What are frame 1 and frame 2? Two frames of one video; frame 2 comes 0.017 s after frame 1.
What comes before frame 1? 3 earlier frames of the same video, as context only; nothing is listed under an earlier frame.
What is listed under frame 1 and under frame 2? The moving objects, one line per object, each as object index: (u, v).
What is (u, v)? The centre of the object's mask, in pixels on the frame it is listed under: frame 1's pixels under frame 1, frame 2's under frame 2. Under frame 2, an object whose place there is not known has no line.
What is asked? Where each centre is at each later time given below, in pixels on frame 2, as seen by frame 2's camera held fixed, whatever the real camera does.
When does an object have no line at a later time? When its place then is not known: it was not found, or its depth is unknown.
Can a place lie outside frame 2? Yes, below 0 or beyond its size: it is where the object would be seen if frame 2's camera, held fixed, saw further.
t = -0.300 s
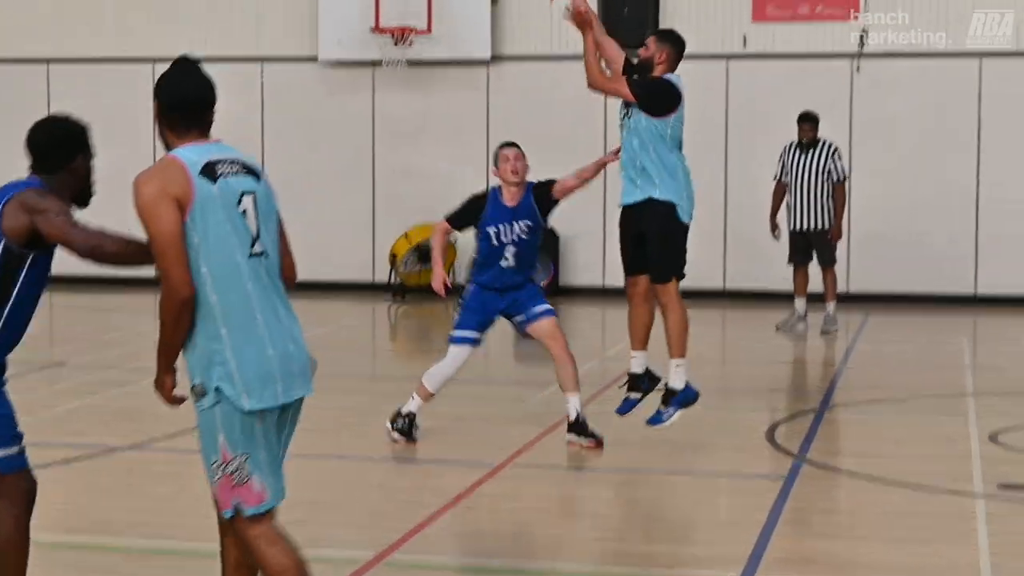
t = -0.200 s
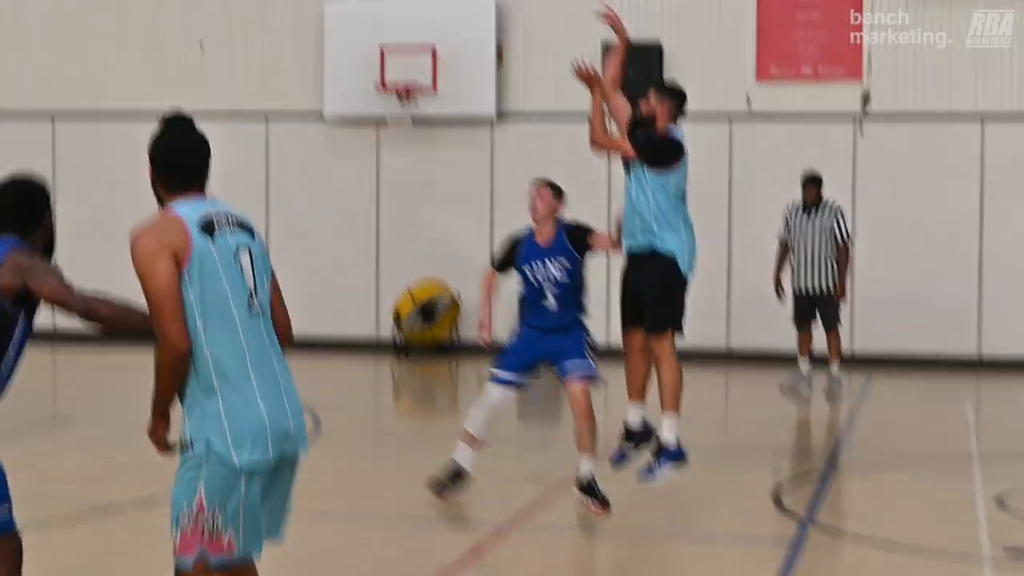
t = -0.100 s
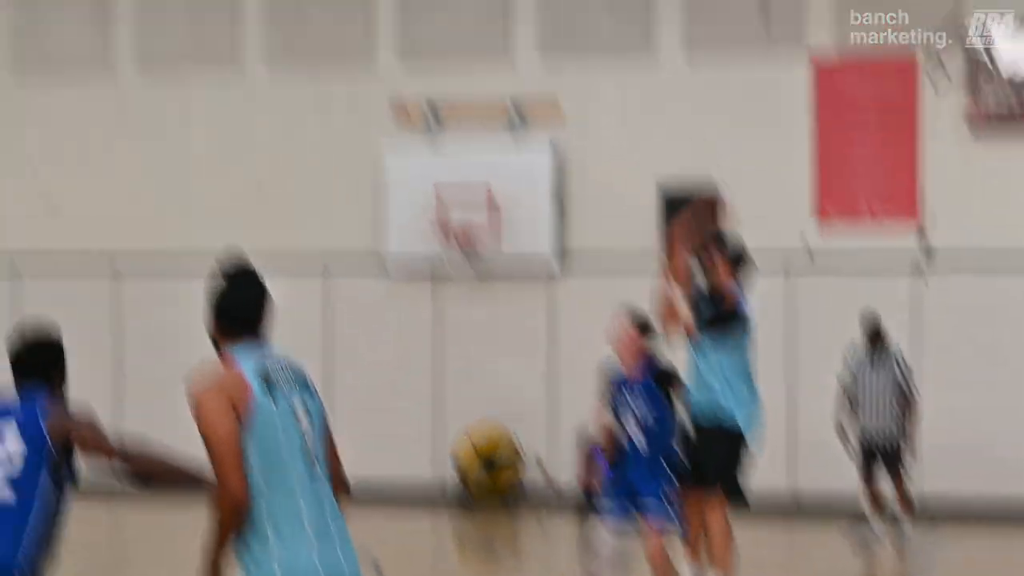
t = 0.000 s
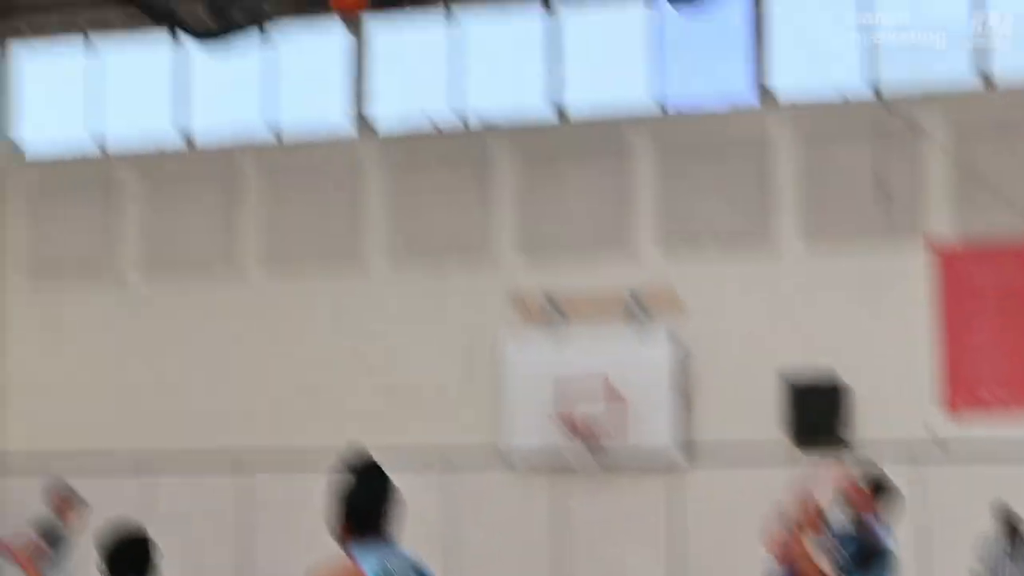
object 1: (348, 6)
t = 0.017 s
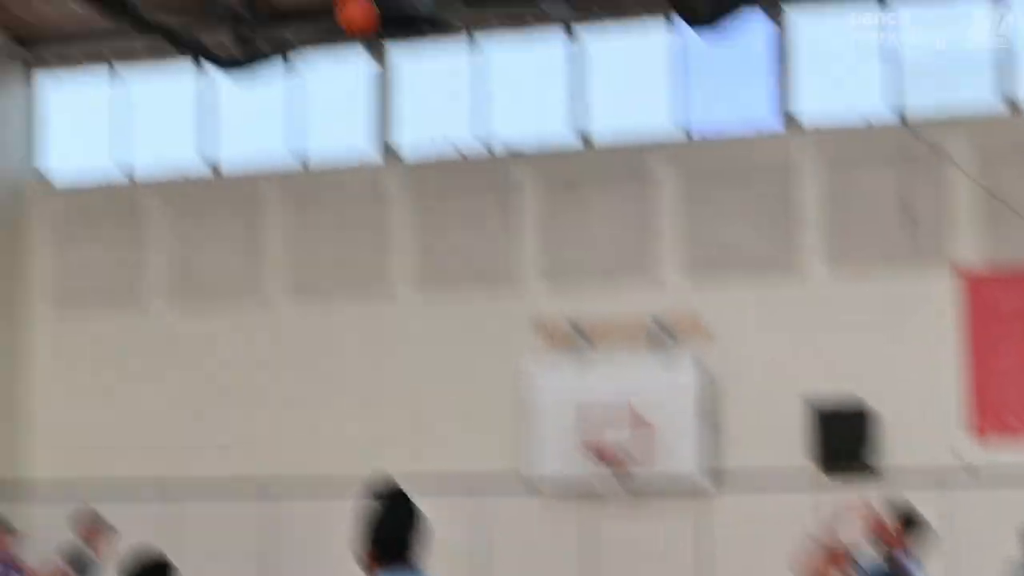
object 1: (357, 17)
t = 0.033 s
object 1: (343, 5)
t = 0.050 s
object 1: (328, -2)
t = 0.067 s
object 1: (315, -9)
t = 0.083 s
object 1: (303, -13)
